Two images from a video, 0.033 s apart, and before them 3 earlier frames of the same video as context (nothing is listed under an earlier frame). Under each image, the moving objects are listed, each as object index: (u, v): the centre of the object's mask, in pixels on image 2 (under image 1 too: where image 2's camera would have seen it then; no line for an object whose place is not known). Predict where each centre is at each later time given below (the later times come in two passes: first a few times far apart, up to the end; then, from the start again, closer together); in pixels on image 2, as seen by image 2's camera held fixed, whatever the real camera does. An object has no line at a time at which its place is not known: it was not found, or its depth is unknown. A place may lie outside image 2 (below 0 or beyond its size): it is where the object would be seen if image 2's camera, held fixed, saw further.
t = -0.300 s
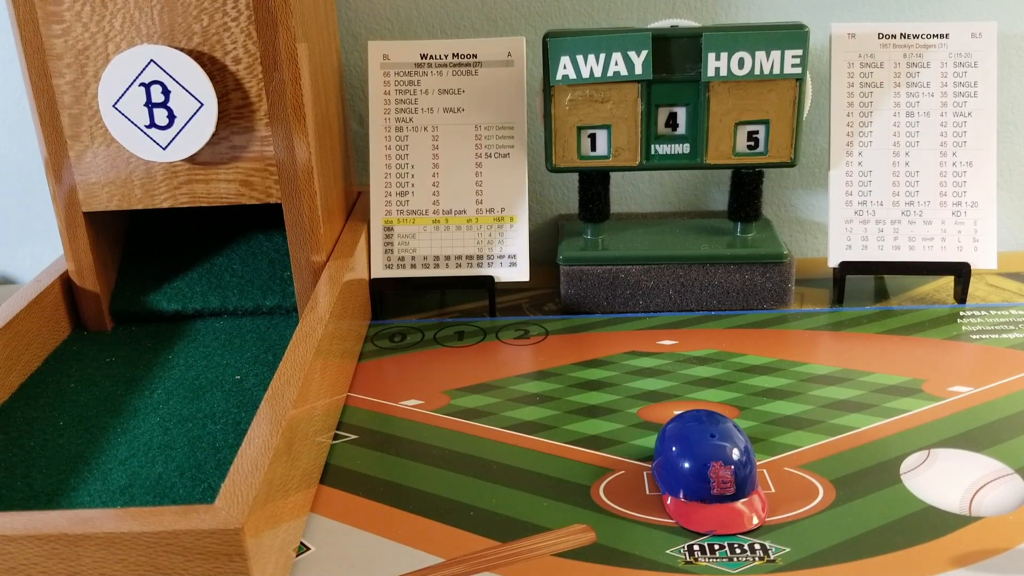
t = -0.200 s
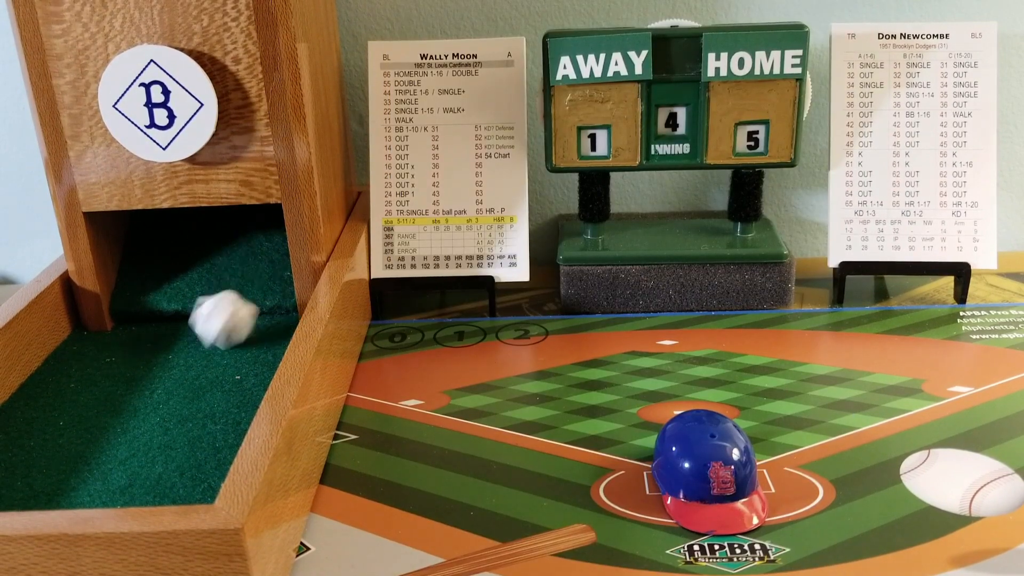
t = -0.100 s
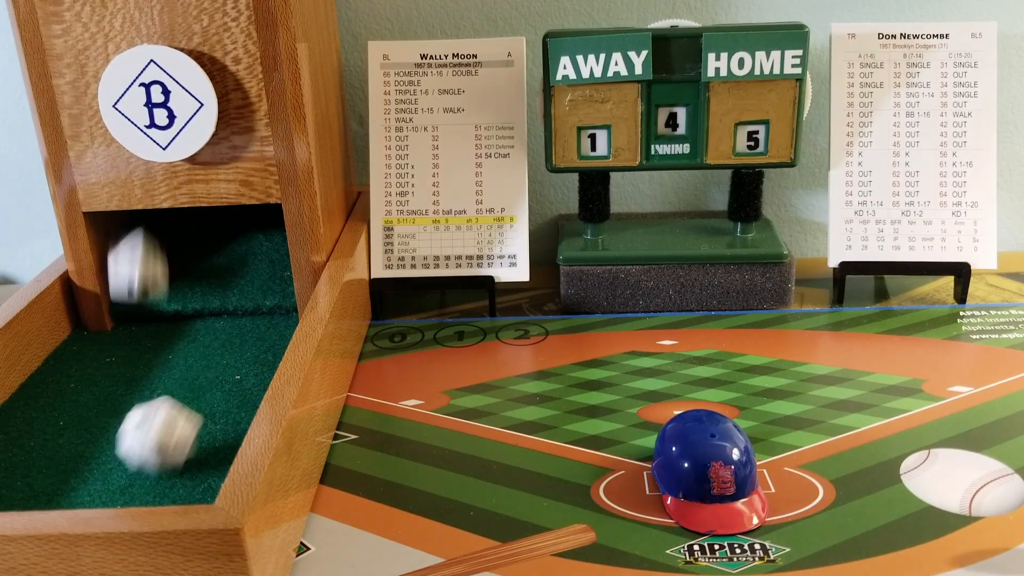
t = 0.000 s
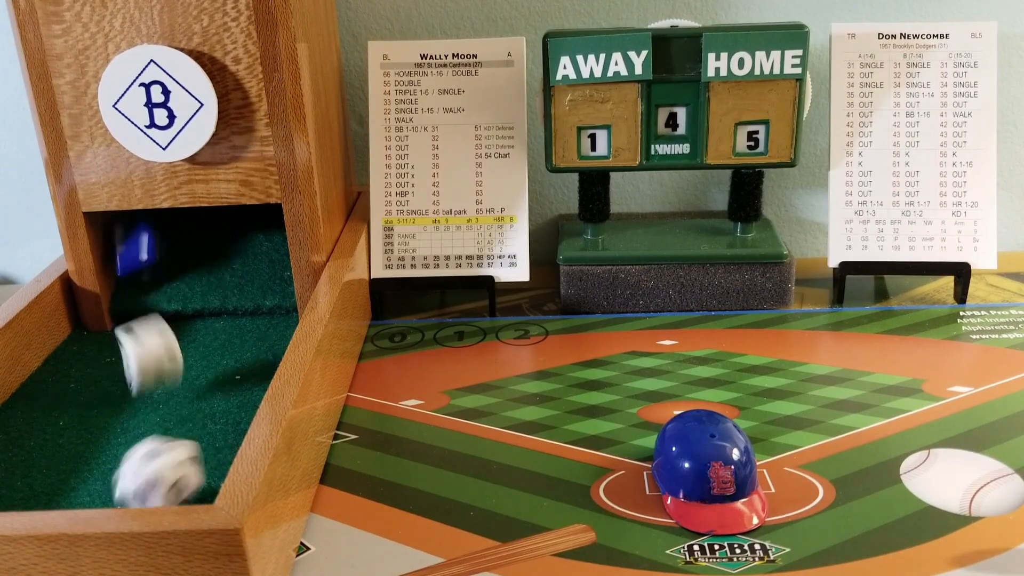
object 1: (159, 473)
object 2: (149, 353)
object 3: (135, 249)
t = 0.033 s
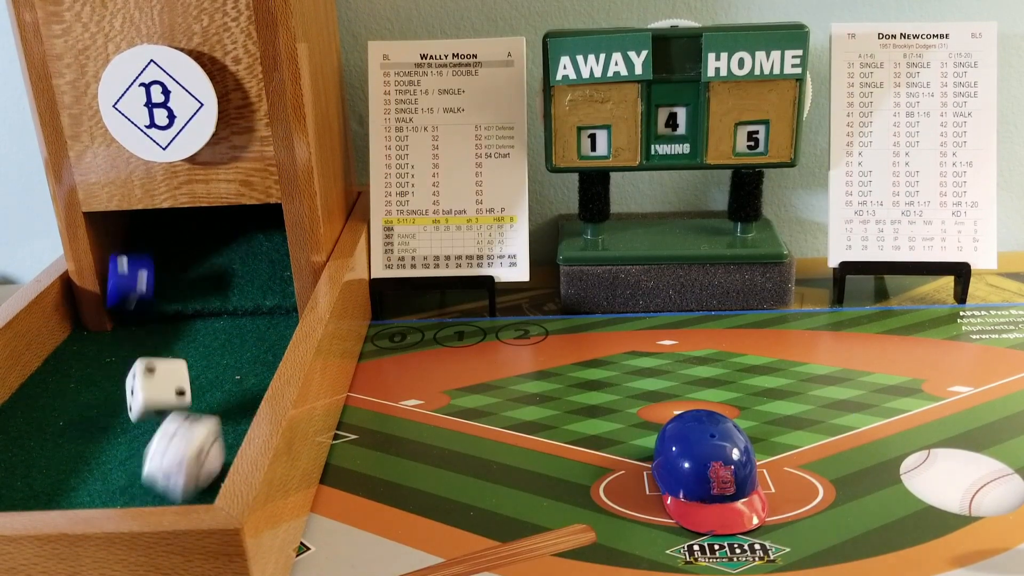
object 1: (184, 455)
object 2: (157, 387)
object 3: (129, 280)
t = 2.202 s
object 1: (153, 467)
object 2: (92, 449)
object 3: (61, 414)
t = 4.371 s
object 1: (153, 467)
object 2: (92, 449)
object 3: (61, 414)
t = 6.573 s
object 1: (153, 467)
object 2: (92, 449)
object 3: (61, 415)
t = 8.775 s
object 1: (153, 467)
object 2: (92, 449)
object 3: (61, 414)
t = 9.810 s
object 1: (153, 467)
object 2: (92, 449)
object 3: (61, 414)
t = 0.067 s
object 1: (207, 440)
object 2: (152, 405)
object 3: (122, 315)
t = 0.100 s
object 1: (212, 439)
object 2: (141, 427)
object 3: (111, 330)
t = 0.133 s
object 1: (196, 443)
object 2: (126, 424)
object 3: (107, 347)
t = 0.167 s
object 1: (179, 445)
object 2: (117, 433)
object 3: (104, 368)
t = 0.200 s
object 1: (167, 449)
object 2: (106, 438)
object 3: (97, 375)
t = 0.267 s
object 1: (156, 457)
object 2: (92, 443)
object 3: (77, 399)
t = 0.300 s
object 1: (155, 459)
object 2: (91, 447)
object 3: (68, 406)
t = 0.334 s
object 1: (154, 462)
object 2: (91, 449)
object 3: (65, 411)
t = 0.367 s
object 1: (152, 465)
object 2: (91, 449)
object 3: (61, 414)
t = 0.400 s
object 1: (152, 468)
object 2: (92, 449)
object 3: (61, 414)
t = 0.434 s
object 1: (154, 468)
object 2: (92, 449)
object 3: (61, 414)
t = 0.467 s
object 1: (153, 467)
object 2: (92, 449)
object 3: (61, 414)
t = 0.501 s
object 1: (152, 467)
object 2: (91, 449)
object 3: (61, 414)
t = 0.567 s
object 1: (153, 467)
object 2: (92, 449)
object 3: (61, 414)
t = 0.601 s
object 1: (153, 467)
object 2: (92, 449)
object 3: (61, 414)
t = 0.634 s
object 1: (152, 467)
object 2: (92, 449)
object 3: (61, 414)
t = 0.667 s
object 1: (153, 467)
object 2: (92, 449)
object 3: (61, 414)
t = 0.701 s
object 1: (152, 467)
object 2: (92, 449)
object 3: (61, 414)
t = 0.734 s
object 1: (153, 467)
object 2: (92, 449)
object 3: (61, 414)
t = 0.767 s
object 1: (153, 468)
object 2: (92, 449)
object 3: (61, 414)
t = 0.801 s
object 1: (153, 468)
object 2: (92, 449)
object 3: (61, 414)
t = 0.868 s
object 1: (153, 468)
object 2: (92, 449)
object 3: (61, 415)
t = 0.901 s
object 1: (152, 468)
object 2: (92, 449)
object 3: (61, 415)
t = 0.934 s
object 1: (153, 468)
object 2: (92, 449)
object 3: (61, 414)
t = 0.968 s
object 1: (153, 468)
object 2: (92, 449)
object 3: (61, 414)
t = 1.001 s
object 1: (153, 468)
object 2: (92, 449)
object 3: (61, 414)
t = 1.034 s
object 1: (153, 467)
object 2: (92, 449)
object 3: (61, 414)
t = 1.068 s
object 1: (153, 468)
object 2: (92, 449)
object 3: (61, 414)
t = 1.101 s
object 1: (153, 468)
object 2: (92, 449)
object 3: (61, 414)
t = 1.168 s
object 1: (153, 468)
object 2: (92, 449)
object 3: (61, 414)
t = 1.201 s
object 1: (153, 467)
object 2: (92, 449)
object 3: (61, 414)
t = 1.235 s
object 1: (153, 467)
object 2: (92, 449)
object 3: (61, 414)
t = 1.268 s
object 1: (153, 467)
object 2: (92, 449)
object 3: (61, 414)
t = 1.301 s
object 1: (153, 468)
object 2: (92, 449)
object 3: (61, 414)
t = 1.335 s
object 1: (153, 467)
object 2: (92, 449)
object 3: (61, 414)
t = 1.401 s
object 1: (153, 467)
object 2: (92, 449)
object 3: (61, 414)
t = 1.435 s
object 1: (153, 467)
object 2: (92, 449)
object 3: (61, 415)
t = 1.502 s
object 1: (153, 467)
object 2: (92, 449)
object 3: (61, 414)
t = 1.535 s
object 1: (153, 467)
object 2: (92, 449)
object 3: (61, 414)
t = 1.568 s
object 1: (153, 467)
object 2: (92, 449)
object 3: (61, 414)
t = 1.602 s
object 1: (153, 467)
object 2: (92, 449)
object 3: (61, 414)
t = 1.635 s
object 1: (153, 467)
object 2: (92, 449)
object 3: (61, 414)
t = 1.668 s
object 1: (153, 467)
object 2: (92, 449)
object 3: (61, 414)
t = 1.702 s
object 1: (153, 467)
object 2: (92, 449)
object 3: (61, 414)
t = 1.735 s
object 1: (153, 467)
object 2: (92, 449)
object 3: (61, 414)
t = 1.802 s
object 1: (153, 467)
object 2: (92, 449)
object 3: (61, 414)
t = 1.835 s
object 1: (153, 467)
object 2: (92, 449)
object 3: (61, 414)
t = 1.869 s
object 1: (153, 467)
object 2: (92, 449)
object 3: (61, 414)
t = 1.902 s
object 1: (153, 467)
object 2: (92, 449)
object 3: (61, 414)
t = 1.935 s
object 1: (153, 467)
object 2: (92, 449)
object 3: (61, 414)
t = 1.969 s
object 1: (153, 467)
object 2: (92, 449)
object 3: (61, 414)
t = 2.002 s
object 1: (153, 467)
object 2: (92, 449)
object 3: (61, 414)
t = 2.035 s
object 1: (153, 467)
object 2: (92, 449)
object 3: (61, 414)
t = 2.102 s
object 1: (153, 467)
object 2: (92, 449)
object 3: (61, 414)
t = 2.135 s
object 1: (153, 467)
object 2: (92, 449)
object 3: (61, 414)
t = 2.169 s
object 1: (153, 467)
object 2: (92, 449)
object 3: (61, 414)
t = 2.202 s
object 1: (153, 467)
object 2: (92, 449)
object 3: (61, 414)
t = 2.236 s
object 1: (153, 467)
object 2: (92, 449)
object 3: (61, 414)
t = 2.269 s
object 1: (153, 467)
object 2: (92, 449)
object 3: (61, 414)
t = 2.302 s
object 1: (153, 467)
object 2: (92, 449)
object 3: (61, 414)
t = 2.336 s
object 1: (153, 467)
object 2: (92, 449)
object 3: (61, 414)
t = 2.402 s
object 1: (153, 468)
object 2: (92, 449)
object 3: (61, 414)
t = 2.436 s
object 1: (153, 467)
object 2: (92, 449)
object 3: (61, 414)
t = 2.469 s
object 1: (153, 467)
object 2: (92, 449)
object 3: (61, 414)
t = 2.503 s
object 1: (153, 467)
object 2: (92, 449)
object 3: (61, 414)
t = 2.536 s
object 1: (153, 467)
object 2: (92, 449)
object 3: (61, 414)
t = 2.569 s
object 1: (153, 467)
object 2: (92, 449)
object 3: (61, 414)
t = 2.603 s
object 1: (153, 467)
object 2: (92, 449)
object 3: (61, 414)
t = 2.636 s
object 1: (153, 468)
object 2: (92, 449)
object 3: (61, 414)
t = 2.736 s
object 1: (153, 467)
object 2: (92, 449)
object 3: (61, 414)
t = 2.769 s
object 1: (153, 467)
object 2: (92, 449)
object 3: (61, 414)
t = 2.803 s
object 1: (153, 467)
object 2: (92, 449)
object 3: (61, 414)
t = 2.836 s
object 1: (153, 467)
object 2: (92, 449)
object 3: (61, 414)
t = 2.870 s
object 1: (153, 467)
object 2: (92, 449)
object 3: (61, 414)
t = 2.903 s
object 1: (153, 467)
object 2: (92, 449)
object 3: (61, 414)
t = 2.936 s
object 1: (153, 467)
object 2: (92, 449)
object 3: (61, 414)
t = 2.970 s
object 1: (153, 467)
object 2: (92, 449)
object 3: (61, 414)
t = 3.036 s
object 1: (153, 467)
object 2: (92, 449)
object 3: (61, 414)
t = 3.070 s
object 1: (153, 467)
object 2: (92, 449)
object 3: (61, 414)
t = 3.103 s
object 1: (153, 467)
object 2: (92, 449)
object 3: (61, 414)
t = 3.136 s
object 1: (153, 467)
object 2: (92, 449)
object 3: (61, 414)
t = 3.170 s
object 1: (153, 467)
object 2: (92, 449)
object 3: (61, 414)
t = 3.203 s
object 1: (153, 467)
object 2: (92, 449)
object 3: (61, 414)
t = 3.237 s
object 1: (153, 467)
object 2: (92, 449)
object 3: (61, 414)
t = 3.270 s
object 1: (153, 467)
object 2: (92, 449)
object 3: (61, 414)
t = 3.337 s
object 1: (153, 467)
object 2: (92, 449)
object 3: (61, 414)
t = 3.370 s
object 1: (153, 467)
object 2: (92, 449)
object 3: (61, 414)
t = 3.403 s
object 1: (153, 467)
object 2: (92, 449)
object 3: (61, 414)
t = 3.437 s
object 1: (153, 467)
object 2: (92, 449)
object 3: (61, 414)
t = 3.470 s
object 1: (153, 467)
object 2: (92, 449)
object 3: (61, 414)
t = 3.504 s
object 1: (153, 467)
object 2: (92, 449)
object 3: (61, 414)
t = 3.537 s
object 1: (153, 467)
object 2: (92, 449)
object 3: (61, 414)
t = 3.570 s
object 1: (153, 467)
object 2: (92, 449)
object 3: (61, 414)
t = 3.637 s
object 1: (153, 467)
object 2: (92, 449)
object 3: (61, 414)
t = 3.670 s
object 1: (153, 467)
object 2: (92, 449)
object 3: (61, 414)
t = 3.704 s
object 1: (153, 467)
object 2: (92, 449)
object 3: (61, 414)
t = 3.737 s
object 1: (153, 467)
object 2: (92, 449)
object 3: (61, 414)
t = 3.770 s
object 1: (153, 467)
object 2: (92, 449)
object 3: (61, 414)
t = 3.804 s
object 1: (153, 467)
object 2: (92, 449)
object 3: (61, 414)
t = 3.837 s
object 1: (153, 468)
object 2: (92, 449)
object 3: (61, 414)
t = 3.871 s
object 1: (153, 467)
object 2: (92, 449)
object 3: (61, 414)
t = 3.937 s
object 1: (153, 467)
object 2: (92, 449)
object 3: (61, 414)
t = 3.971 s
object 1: (153, 467)
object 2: (92, 449)
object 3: (61, 414)
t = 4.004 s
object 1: (153, 467)
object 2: (92, 449)
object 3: (61, 414)
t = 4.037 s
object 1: (153, 467)
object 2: (92, 449)
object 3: (61, 414)
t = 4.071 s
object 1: (153, 468)
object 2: (92, 449)
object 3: (61, 414)
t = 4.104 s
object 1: (153, 467)
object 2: (92, 449)
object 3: (61, 414)
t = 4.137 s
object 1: (153, 467)
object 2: (92, 449)
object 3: (61, 414)
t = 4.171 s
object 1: (153, 467)
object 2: (92, 449)
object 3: (61, 414)
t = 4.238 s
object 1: (153, 467)
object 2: (92, 449)
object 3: (61, 414)
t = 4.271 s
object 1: (153, 467)
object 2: (92, 449)
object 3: (61, 414)
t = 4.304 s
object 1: (153, 467)
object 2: (92, 449)
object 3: (61, 414)
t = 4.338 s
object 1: (153, 467)
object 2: (92, 449)
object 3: (61, 414)
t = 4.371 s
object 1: (153, 467)
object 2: (92, 449)
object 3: (61, 414)
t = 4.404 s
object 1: (153, 467)
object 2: (92, 449)
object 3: (61, 414)
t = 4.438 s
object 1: (153, 467)
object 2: (92, 449)
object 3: (61, 415)
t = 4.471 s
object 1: (153, 468)
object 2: (92, 449)
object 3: (61, 415)
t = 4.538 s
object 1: (153, 467)
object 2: (92, 449)
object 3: (61, 414)
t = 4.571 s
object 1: (153, 467)
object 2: (92, 449)
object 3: (61, 414)
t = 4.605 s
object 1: (153, 467)
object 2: (92, 449)
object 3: (61, 414)
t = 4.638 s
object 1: (153, 467)
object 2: (92, 449)
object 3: (61, 415)
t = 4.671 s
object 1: (153, 467)
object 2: (92, 449)
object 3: (61, 415)
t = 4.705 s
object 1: (153, 467)
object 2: (92, 449)
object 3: (61, 415)
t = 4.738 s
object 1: (153, 467)
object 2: (92, 449)
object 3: (61, 415)
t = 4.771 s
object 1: (153, 467)
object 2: (92, 449)
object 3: (61, 415)
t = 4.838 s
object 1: (153, 467)
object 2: (92, 449)
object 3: (61, 414)
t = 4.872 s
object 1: (153, 467)
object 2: (92, 449)
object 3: (61, 414)
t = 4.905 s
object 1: (153, 467)
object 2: (92, 449)
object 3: (61, 415)
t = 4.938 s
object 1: (153, 467)
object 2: (92, 449)
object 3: (61, 414)
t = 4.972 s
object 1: (153, 467)
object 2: (92, 449)
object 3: (61, 414)
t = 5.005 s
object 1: (153, 467)
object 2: (92, 449)
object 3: (61, 414)
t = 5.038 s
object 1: (153, 467)
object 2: (92, 449)
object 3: (61, 414)
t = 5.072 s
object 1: (153, 467)
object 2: (92, 449)
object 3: (61, 414)
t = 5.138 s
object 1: (153, 467)
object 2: (92, 449)
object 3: (61, 414)
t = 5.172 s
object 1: (153, 467)
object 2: (92, 449)
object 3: (61, 414)
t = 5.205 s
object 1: (153, 467)
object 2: (92, 449)
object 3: (61, 414)
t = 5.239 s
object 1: (153, 467)
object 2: (92, 449)
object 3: (61, 415)
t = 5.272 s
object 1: (153, 467)
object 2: (92, 449)
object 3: (61, 414)
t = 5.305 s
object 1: (153, 467)
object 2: (92, 449)
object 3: (61, 414)
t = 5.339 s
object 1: (153, 467)
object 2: (92, 449)
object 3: (61, 414)
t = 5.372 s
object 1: (153, 467)
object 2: (92, 449)
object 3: (61, 414)
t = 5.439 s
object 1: (153, 467)
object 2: (92, 449)
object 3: (61, 414)
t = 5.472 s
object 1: (153, 467)
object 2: (92, 449)
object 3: (61, 414)
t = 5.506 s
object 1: (153, 467)
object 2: (92, 449)
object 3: (61, 414)
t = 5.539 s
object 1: (153, 467)
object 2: (92, 449)
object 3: (61, 414)
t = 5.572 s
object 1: (153, 467)
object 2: (92, 449)
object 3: (61, 414)
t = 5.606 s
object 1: (153, 467)
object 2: (92, 449)
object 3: (61, 414)
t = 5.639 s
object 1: (153, 467)
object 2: (92, 449)
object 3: (61, 414)
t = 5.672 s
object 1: (153, 467)
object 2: (92, 449)
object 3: (61, 414)
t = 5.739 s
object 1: (153, 467)
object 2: (92, 449)
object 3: (61, 414)
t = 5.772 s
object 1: (153, 467)
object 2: (92, 449)
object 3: (61, 414)
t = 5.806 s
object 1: (153, 467)
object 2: (92, 449)
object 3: (61, 414)
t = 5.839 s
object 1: (153, 467)
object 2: (92, 449)
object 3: (61, 414)
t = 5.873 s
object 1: (153, 467)
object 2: (92, 449)
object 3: (61, 414)
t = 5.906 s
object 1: (153, 467)
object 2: (92, 449)
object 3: (61, 414)
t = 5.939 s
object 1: (153, 467)
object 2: (92, 449)
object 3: (61, 415)
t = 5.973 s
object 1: (153, 467)
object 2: (92, 449)
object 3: (61, 414)
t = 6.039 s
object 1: (153, 467)
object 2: (92, 449)
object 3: (61, 414)
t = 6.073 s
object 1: (153, 467)
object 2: (92, 449)
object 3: (61, 414)
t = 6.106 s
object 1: (153, 467)
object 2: (92, 449)
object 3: (61, 414)
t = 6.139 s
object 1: (153, 467)
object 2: (92, 449)
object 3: (61, 414)
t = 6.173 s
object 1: (153, 467)
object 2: (92, 449)
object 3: (61, 414)
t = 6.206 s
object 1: (153, 467)
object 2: (92, 449)
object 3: (61, 414)
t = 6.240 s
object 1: (153, 467)
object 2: (92, 449)
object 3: (61, 414)
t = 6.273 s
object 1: (153, 467)
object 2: (92, 449)
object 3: (61, 414)
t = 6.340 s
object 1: (153, 467)
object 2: (92, 449)
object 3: (61, 414)
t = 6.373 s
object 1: (153, 467)
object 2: (92, 449)
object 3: (61, 414)
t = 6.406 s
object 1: (153, 467)
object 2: (92, 449)
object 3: (61, 414)
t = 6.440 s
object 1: (153, 467)
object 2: (92, 449)
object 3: (61, 414)
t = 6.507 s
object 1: (153, 467)
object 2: (92, 449)
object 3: (61, 414)
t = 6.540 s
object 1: (153, 467)
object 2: (92, 449)
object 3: (61, 414)
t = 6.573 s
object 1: (153, 467)
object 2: (92, 449)
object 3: (61, 415)
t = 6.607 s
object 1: (153, 467)
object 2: (92, 449)
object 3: (61, 414)
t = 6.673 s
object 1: (153, 467)
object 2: (92, 449)
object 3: (61, 414)
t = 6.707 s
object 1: (153, 467)
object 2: (92, 449)
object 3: (61, 414)
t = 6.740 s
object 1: (153, 467)
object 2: (92, 449)
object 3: (61, 414)
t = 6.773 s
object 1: (153, 467)
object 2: (92, 449)
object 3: (61, 414)
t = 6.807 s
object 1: (153, 467)
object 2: (92, 449)
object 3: (61, 414)
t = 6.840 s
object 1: (153, 467)
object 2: (92, 449)
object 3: (61, 414)
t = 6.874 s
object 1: (153, 467)
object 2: (92, 449)
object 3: (61, 414)
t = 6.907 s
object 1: (153, 467)
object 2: (92, 449)
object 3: (61, 414)
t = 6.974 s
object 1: (153, 467)
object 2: (92, 449)
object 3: (61, 414)
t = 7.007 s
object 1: (153, 467)
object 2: (92, 449)
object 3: (61, 414)
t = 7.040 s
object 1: (153, 467)
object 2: (92, 449)
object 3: (61, 414)
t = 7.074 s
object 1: (153, 467)
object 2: (92, 449)
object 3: (61, 414)
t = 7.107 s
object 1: (153, 467)
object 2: (92, 449)
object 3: (61, 414)
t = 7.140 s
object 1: (153, 467)
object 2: (92, 449)
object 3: (61, 415)
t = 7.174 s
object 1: (153, 467)
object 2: (92, 449)
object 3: (61, 414)
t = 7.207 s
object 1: (153, 467)
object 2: (92, 449)
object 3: (61, 414)
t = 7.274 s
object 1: (153, 467)
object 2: (92, 449)
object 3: (61, 414)
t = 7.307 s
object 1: (153, 467)
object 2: (92, 449)
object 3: (61, 414)
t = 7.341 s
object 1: (153, 467)
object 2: (92, 449)
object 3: (61, 414)
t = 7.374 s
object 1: (153, 467)
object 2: (92, 449)
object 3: (61, 414)
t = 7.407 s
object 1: (153, 467)
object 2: (92, 449)
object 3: (61, 414)
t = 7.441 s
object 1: (153, 467)
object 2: (92, 449)
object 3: (61, 414)
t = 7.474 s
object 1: (153, 467)
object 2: (92, 449)
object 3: (61, 414)
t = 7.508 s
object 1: (153, 467)
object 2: (92, 449)
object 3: (61, 414)
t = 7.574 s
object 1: (153, 467)
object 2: (92, 449)
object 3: (61, 414)
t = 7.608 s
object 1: (153, 467)
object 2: (92, 449)
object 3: (61, 414)
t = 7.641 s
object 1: (153, 467)
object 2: (92, 449)
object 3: (61, 414)
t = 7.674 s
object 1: (153, 467)
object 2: (92, 449)
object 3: (61, 414)
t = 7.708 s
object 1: (153, 467)
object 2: (92, 449)
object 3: (61, 414)
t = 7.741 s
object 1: (153, 467)
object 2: (92, 449)
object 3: (61, 414)
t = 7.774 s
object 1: (153, 467)
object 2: (92, 449)
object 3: (61, 414)
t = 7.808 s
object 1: (153, 467)
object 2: (92, 449)
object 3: (61, 414)
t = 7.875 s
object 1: (153, 467)
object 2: (92, 449)
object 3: (61, 414)
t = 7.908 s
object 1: (153, 467)
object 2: (92, 449)
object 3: (61, 414)
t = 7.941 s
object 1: (153, 467)
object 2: (92, 449)
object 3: (61, 414)
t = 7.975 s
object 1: (153, 467)
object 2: (92, 449)
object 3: (61, 414)
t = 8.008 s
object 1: (153, 467)
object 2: (92, 449)
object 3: (61, 414)
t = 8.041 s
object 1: (153, 467)
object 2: (92, 449)
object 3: (61, 414)
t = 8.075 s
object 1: (153, 467)
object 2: (92, 449)
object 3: (61, 414)
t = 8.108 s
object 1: (153, 467)
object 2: (92, 449)
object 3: (61, 414)
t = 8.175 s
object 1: (153, 467)
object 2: (92, 449)
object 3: (61, 414)
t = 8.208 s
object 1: (153, 467)
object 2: (92, 449)
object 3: (61, 414)
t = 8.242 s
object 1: (153, 467)
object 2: (92, 449)
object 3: (61, 414)
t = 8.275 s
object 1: (153, 467)
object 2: (92, 449)
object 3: (61, 414)
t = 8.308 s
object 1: (153, 467)
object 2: (92, 449)
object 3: (61, 414)
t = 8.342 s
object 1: (153, 467)
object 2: (92, 449)
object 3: (61, 414)
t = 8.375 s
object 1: (153, 467)
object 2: (92, 449)
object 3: (61, 414)
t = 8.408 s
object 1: (153, 467)
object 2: (92, 449)
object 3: (61, 414)
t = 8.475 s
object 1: (153, 467)
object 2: (92, 449)
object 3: (61, 414)
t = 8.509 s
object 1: (153, 467)
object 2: (92, 449)
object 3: (61, 414)
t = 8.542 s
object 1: (153, 467)
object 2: (92, 449)
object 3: (61, 414)
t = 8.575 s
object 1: (153, 467)
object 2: (92, 449)
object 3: (61, 414)
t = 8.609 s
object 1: (153, 467)
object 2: (92, 449)
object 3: (61, 414)
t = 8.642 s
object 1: (153, 467)
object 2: (92, 449)
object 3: (61, 414)
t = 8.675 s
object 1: (153, 467)
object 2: (92, 449)
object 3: (61, 414)
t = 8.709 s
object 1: (153, 467)
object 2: (92, 449)
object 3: (61, 414)
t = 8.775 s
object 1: (153, 467)
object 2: (92, 449)
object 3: (61, 414)
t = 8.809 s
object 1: (153, 467)
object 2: (92, 449)
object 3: (61, 414)
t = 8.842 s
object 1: (153, 467)
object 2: (92, 449)
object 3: (61, 414)
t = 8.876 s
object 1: (153, 467)
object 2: (92, 449)
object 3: (61, 414)
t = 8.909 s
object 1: (153, 467)
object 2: (92, 449)
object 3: (61, 414)
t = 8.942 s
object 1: (153, 467)
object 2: (92, 449)
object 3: (61, 414)
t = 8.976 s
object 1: (153, 467)
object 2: (92, 449)
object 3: (61, 414)
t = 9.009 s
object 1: (153, 467)
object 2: (92, 449)
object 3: (61, 414)
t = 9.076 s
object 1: (153, 467)
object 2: (92, 449)
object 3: (61, 414)
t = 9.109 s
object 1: (153, 467)
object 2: (92, 449)
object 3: (61, 414)
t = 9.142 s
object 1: (153, 467)
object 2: (92, 449)
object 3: (61, 414)
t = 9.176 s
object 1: (153, 467)
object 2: (92, 449)
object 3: (61, 414)
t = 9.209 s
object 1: (153, 467)
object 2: (92, 449)
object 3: (61, 414)
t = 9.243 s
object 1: (153, 467)
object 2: (92, 449)
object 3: (61, 414)
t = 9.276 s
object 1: (153, 467)
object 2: (92, 449)
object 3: (61, 414)
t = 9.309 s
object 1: (153, 467)
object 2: (92, 449)
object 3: (61, 414)
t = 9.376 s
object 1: (153, 467)
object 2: (92, 449)
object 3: (61, 414)
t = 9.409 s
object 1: (153, 467)
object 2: (92, 449)
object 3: (61, 414)
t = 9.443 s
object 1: (153, 467)
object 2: (92, 449)
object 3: (61, 414)
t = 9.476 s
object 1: (153, 467)
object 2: (92, 449)
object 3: (61, 414)
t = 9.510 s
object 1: (153, 467)
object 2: (92, 449)
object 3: (61, 414)
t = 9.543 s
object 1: (153, 467)
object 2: (92, 449)
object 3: (61, 414)
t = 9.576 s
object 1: (153, 467)
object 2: (92, 449)
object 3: (61, 414)
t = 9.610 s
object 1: (153, 467)
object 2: (92, 449)
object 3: (61, 414)
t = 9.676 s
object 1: (153, 467)
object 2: (92, 449)
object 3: (61, 414)
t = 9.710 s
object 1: (153, 467)
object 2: (92, 449)
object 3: (61, 414)
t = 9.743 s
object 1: (153, 467)
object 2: (92, 449)
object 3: (61, 414)
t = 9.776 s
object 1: (153, 467)
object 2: (92, 449)
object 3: (61, 414)
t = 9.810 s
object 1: (153, 467)
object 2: (92, 449)
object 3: (61, 414)
